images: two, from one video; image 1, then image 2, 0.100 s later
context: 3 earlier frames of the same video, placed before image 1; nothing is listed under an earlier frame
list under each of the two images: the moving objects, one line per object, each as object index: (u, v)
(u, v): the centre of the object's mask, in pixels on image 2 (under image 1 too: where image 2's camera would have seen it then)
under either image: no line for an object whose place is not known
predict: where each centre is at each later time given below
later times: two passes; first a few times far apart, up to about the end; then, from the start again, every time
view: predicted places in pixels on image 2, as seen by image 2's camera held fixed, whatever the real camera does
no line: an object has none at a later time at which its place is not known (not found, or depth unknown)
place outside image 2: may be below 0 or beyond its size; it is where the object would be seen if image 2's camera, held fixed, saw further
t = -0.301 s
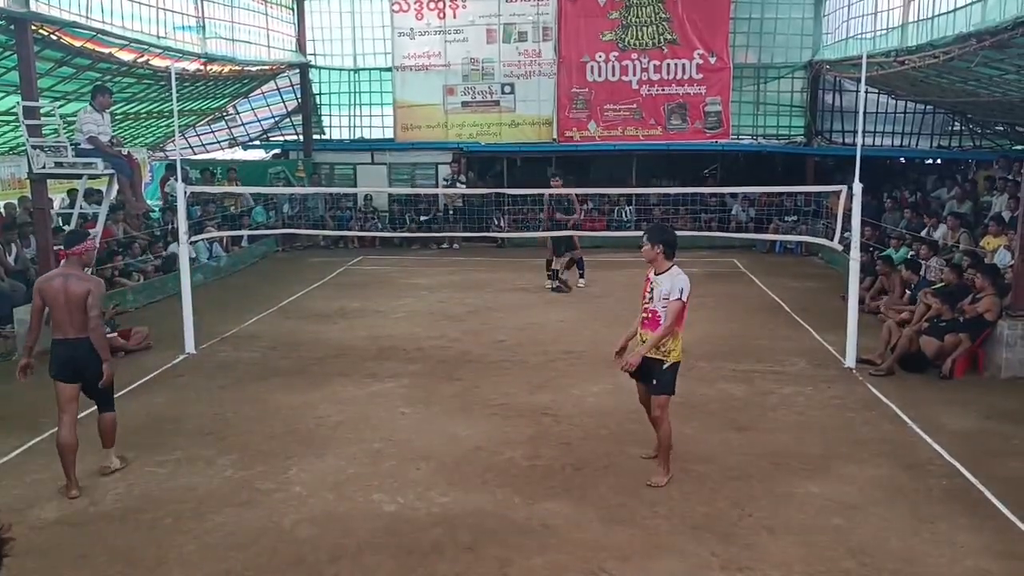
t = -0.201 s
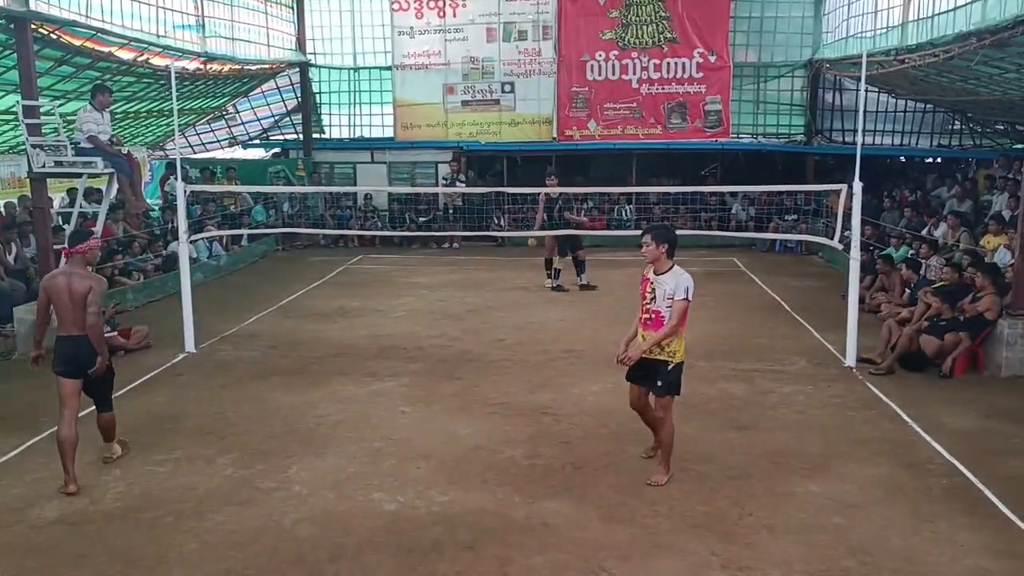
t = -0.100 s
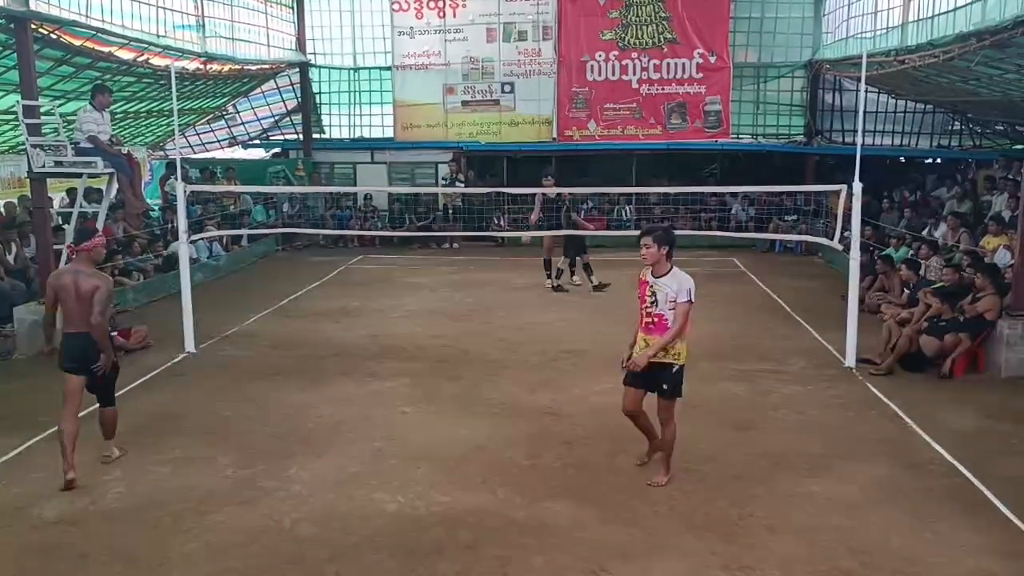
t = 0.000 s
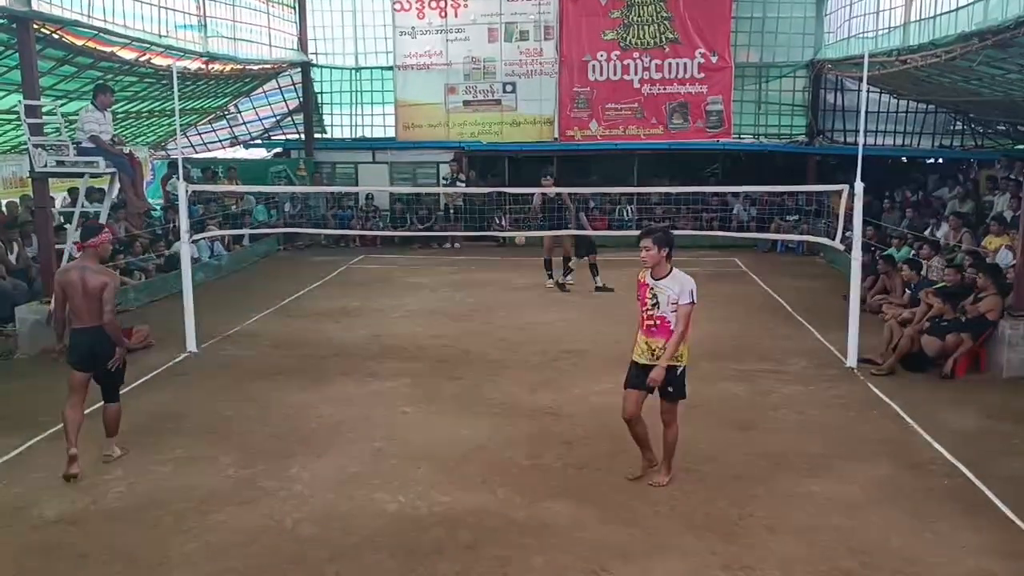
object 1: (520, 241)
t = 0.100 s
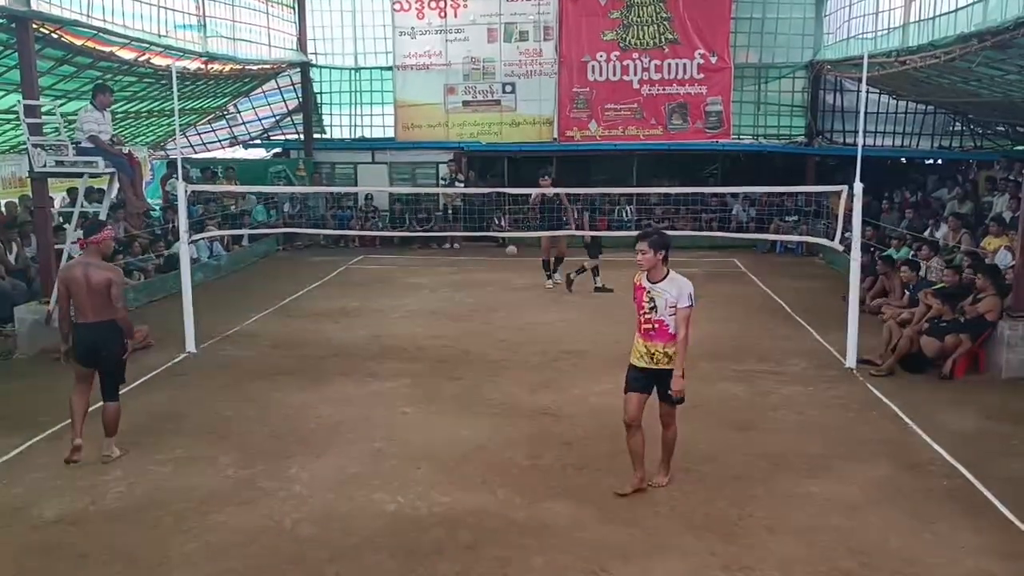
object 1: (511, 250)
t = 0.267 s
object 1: (495, 291)
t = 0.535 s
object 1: (464, 369)
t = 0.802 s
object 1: (431, 389)
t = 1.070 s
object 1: (388, 493)
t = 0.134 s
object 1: (508, 256)
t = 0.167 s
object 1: (505, 263)
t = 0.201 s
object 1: (502, 271)
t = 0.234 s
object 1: (498, 281)
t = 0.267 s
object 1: (495, 291)
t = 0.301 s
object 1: (491, 304)
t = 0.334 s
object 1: (488, 318)
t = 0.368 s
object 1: (483, 334)
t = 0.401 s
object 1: (479, 351)
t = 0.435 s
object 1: (475, 372)
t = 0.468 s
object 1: (471, 377)
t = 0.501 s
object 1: (467, 373)
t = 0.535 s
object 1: (464, 369)
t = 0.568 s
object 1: (460, 367)
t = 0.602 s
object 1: (457, 365)
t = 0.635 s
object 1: (453, 366)
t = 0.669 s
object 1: (449, 367)
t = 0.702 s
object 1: (445, 370)
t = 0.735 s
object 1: (441, 375)
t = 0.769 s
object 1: (436, 381)
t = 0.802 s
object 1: (431, 389)
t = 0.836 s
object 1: (427, 398)
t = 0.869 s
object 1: (421, 410)
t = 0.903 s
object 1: (417, 424)
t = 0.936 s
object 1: (412, 441)
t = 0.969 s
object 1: (406, 459)
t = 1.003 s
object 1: (401, 481)
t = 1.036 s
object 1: (396, 494)
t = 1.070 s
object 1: (388, 493)
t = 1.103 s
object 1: (381, 496)
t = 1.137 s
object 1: (374, 499)
